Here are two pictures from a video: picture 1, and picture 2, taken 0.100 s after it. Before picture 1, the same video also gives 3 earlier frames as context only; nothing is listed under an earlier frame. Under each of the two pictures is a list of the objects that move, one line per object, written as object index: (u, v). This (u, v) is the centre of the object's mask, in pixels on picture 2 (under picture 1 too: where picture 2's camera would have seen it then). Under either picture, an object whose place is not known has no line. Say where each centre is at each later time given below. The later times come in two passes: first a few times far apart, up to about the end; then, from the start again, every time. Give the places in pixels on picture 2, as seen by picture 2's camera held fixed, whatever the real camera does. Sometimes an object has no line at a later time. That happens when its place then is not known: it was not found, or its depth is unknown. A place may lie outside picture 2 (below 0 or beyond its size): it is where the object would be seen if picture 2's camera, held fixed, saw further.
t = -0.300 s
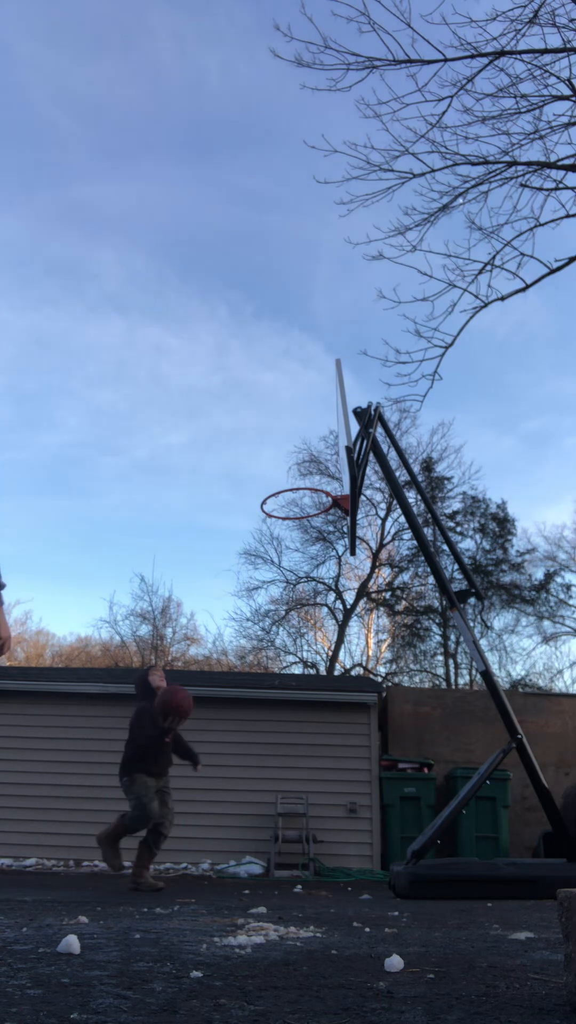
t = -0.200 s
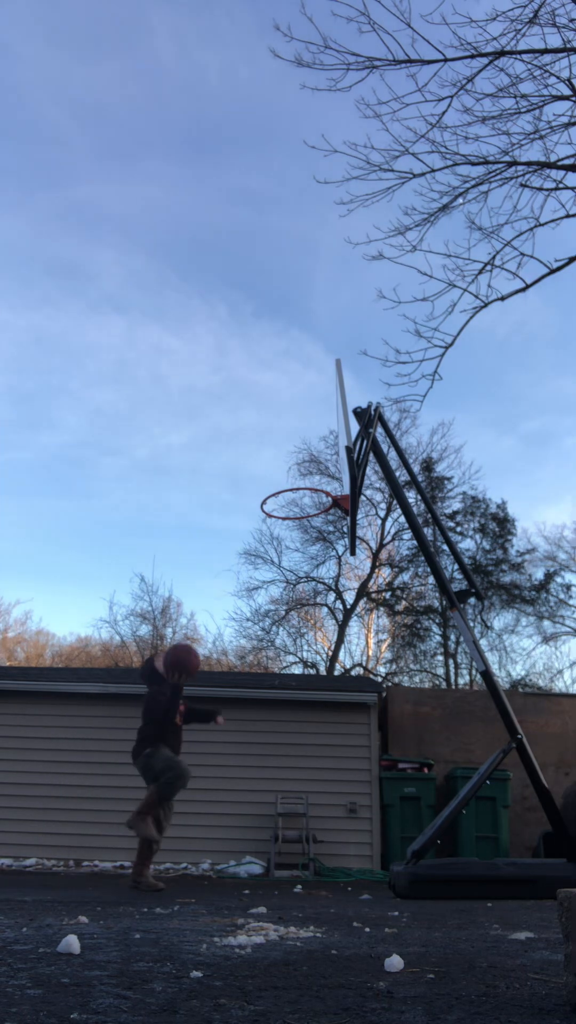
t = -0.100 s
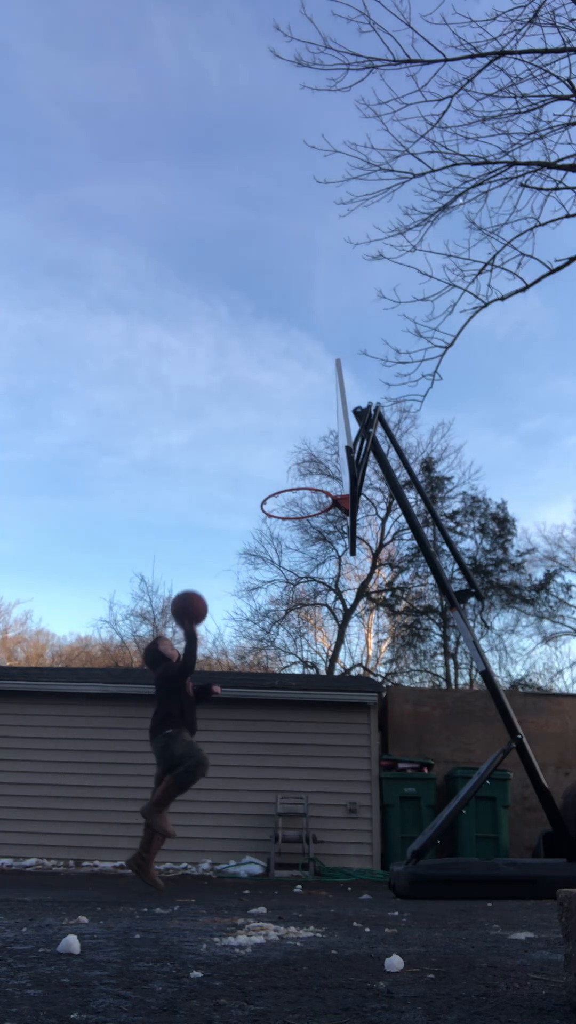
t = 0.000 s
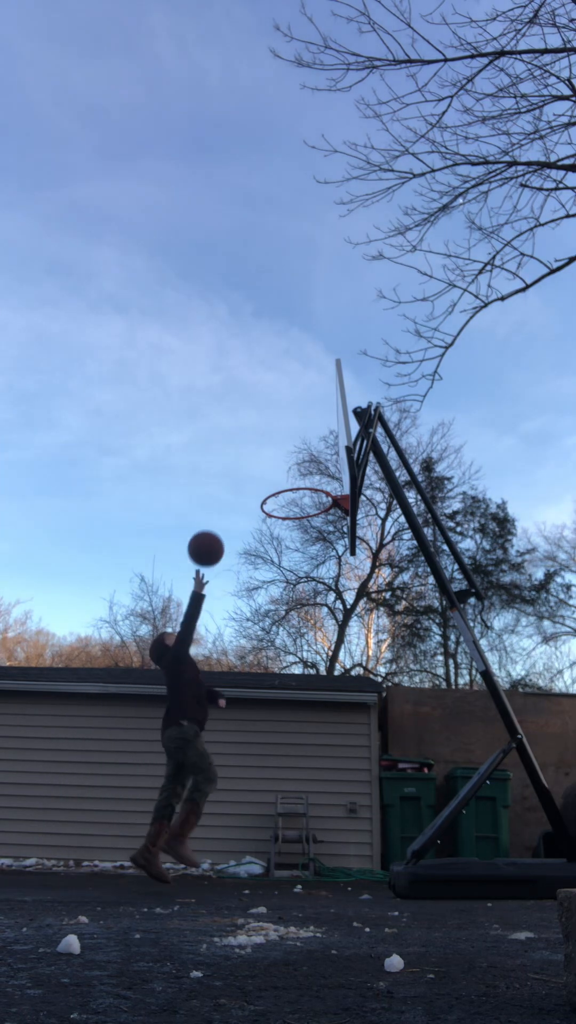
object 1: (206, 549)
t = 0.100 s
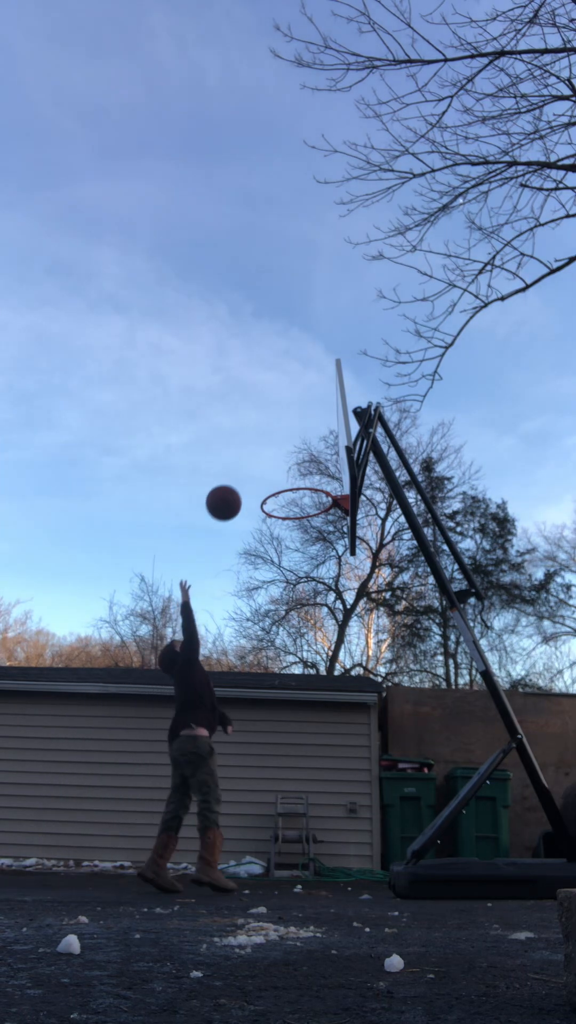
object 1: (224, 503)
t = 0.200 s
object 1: (240, 472)
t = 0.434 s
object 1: (276, 450)
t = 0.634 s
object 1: (302, 485)
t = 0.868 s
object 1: (300, 538)
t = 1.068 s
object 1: (296, 638)
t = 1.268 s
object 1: (289, 825)
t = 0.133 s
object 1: (229, 491)
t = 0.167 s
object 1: (235, 481)
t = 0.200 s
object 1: (240, 472)
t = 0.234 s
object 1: (245, 464)
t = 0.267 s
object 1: (251, 458)
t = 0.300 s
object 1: (256, 454)
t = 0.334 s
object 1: (261, 451)
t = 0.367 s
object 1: (266, 449)
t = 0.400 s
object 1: (271, 449)
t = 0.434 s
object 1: (276, 450)
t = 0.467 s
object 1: (281, 453)
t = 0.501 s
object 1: (285, 457)
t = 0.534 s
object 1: (290, 463)
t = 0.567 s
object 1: (295, 470)
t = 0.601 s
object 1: (300, 479)
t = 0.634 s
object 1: (302, 485)
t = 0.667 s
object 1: (302, 489)
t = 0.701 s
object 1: (302, 495)
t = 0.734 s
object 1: (302, 502)
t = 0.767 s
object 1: (301, 510)
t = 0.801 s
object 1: (301, 519)
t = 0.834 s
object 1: (301, 528)
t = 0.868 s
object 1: (300, 538)
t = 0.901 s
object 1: (299, 550)
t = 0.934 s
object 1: (299, 564)
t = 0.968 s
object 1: (299, 580)
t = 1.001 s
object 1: (298, 597)
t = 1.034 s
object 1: (297, 617)
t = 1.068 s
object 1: (296, 638)
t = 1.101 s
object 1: (295, 663)
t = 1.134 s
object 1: (294, 690)
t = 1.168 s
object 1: (293, 719)
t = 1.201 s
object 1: (291, 752)
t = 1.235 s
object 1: (290, 786)
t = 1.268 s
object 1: (289, 825)
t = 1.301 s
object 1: (287, 866)
